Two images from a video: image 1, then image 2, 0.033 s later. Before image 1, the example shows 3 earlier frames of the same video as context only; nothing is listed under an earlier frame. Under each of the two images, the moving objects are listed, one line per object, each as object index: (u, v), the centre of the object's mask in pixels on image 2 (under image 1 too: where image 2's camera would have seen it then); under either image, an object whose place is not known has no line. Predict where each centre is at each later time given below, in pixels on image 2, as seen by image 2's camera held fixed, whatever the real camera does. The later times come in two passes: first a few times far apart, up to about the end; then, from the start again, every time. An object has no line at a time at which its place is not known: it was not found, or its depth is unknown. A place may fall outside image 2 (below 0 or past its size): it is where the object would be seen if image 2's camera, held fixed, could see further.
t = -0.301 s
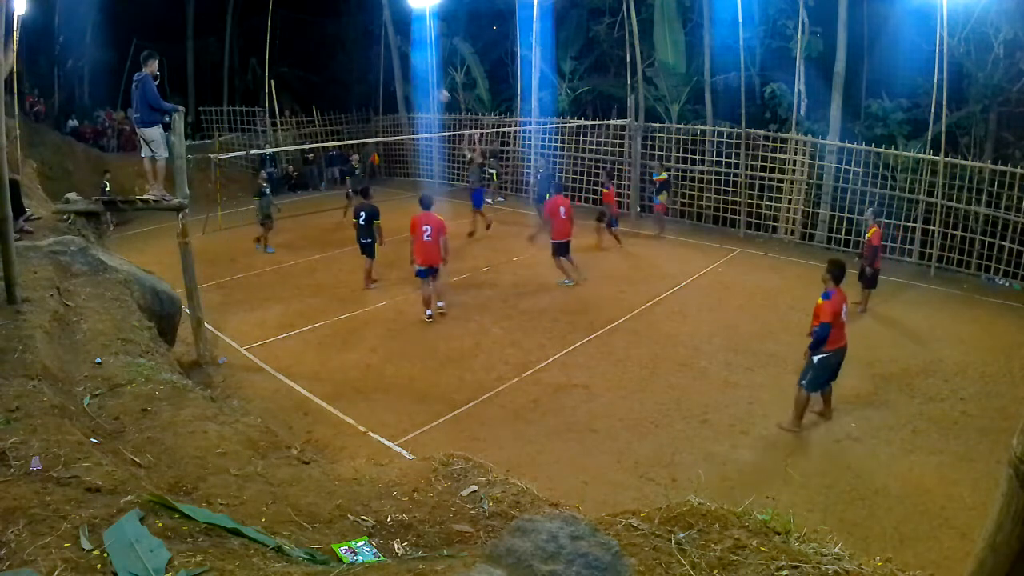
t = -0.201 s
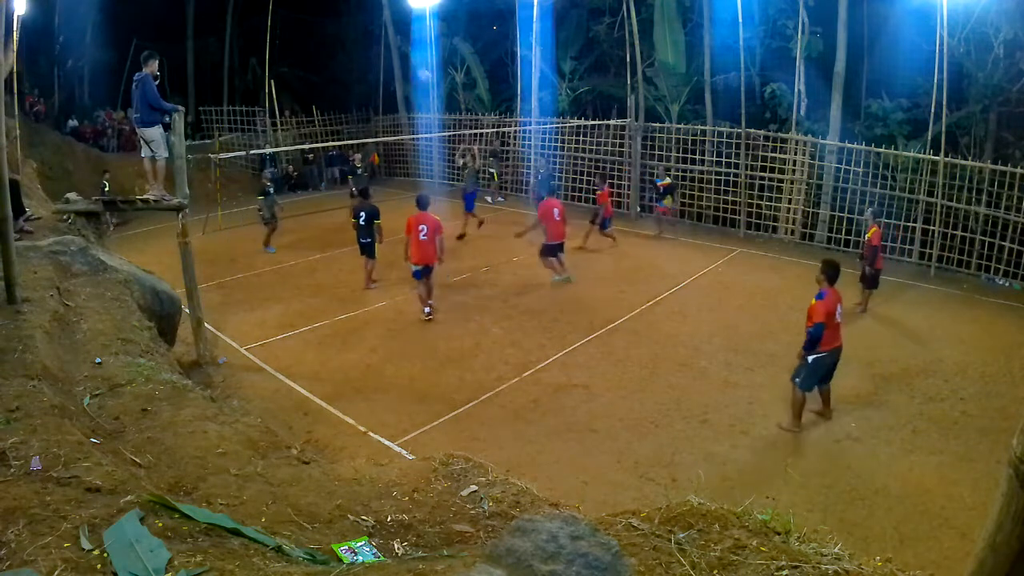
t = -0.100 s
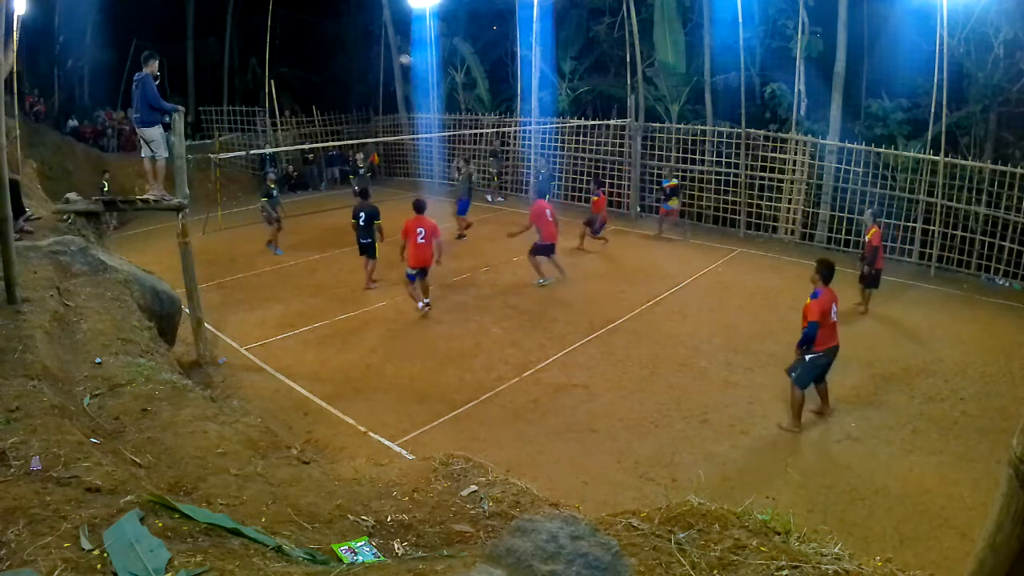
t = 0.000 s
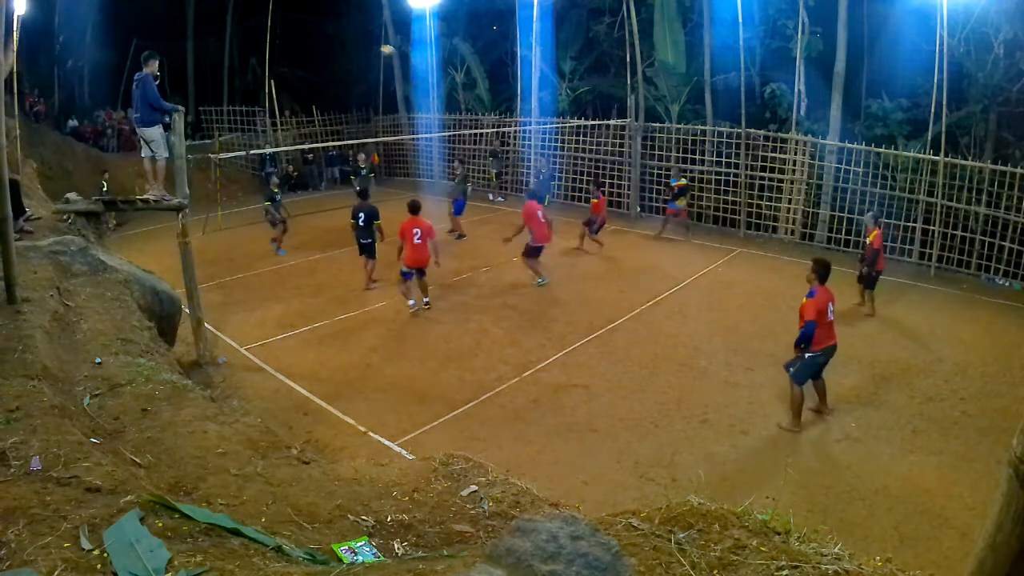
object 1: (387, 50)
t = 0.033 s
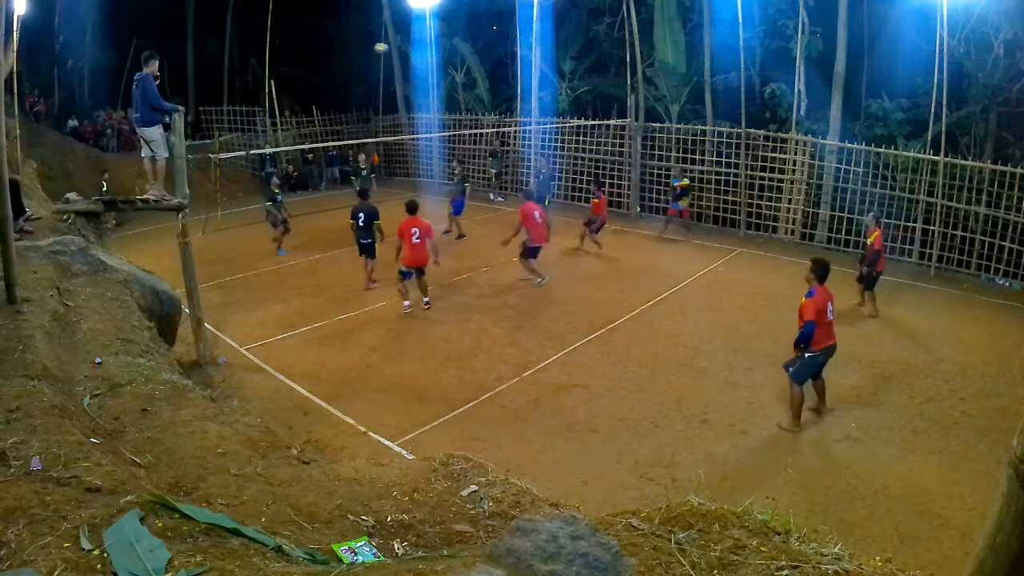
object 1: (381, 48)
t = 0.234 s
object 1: (345, 46)
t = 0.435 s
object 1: (312, 65)
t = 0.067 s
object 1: (375, 46)
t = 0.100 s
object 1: (369, 45)
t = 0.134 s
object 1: (364, 45)
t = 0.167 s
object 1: (357, 45)
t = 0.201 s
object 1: (351, 45)
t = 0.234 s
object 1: (345, 46)
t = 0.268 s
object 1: (340, 48)
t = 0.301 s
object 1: (334, 50)
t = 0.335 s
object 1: (328, 53)
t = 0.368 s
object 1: (322, 57)
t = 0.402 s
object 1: (317, 60)
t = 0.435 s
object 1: (312, 65)
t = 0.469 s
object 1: (306, 70)
